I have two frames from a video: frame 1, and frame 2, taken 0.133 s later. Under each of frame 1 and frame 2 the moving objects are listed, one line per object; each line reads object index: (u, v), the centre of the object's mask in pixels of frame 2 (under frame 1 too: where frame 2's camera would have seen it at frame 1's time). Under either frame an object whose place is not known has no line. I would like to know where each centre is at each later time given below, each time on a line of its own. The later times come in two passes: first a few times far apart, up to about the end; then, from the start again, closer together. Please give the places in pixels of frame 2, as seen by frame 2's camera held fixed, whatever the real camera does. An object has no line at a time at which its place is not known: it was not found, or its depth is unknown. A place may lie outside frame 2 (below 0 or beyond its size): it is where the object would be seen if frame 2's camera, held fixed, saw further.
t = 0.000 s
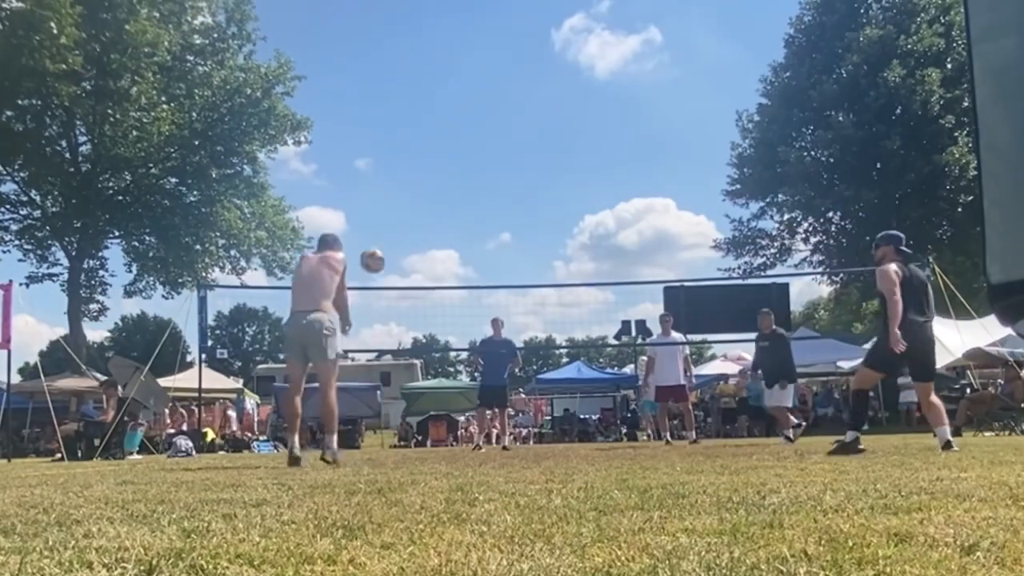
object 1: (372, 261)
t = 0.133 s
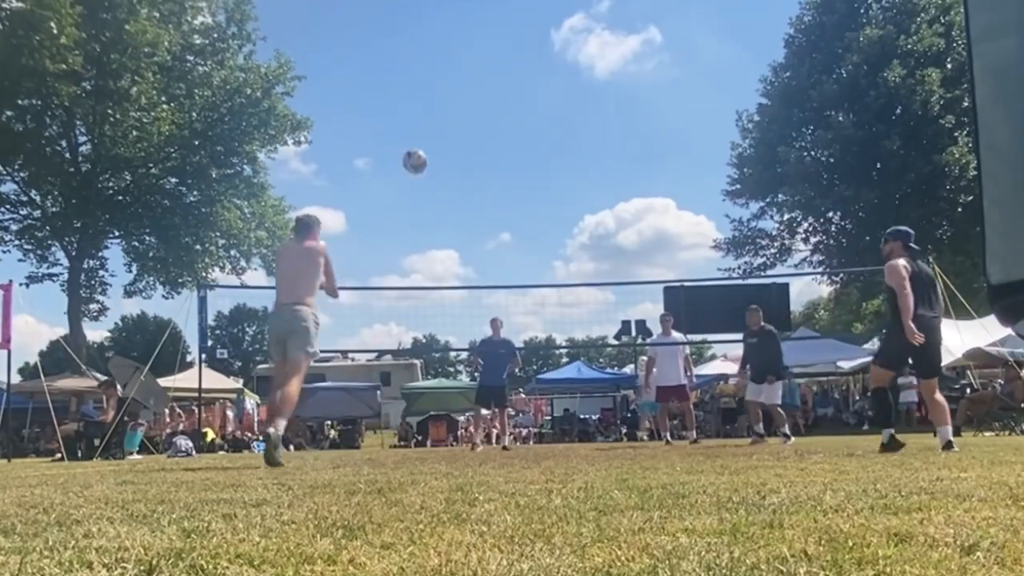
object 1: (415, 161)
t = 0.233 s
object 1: (445, 104)
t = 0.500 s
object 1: (519, 19)
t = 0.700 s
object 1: (570, 9)
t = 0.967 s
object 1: (633, 48)
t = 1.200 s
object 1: (684, 130)
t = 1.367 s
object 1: (719, 212)
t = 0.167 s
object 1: (424, 140)
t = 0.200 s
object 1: (435, 122)
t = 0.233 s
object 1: (445, 104)
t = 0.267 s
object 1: (454, 89)
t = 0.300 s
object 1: (464, 75)
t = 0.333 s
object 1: (474, 62)
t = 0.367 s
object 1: (483, 51)
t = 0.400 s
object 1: (492, 41)
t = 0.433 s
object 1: (501, 33)
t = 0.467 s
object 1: (510, 25)
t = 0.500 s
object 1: (519, 19)
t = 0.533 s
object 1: (527, 14)
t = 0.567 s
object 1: (536, 11)
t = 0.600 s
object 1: (544, 9)
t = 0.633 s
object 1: (553, 8)
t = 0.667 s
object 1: (562, 8)
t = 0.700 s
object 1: (570, 9)
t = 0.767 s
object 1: (586, 11)
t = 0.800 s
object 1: (594, 15)
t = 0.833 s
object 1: (602, 20)
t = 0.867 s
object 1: (610, 25)
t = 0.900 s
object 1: (617, 32)
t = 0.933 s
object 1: (625, 40)
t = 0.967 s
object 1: (633, 48)
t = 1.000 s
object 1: (641, 57)
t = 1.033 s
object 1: (648, 67)
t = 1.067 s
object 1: (655, 78)
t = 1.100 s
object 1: (663, 90)
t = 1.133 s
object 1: (670, 103)
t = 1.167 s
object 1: (677, 116)
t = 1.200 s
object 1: (684, 130)
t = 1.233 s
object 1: (691, 145)
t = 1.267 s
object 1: (698, 161)
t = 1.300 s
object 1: (705, 177)
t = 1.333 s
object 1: (712, 194)
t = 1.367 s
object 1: (719, 212)
